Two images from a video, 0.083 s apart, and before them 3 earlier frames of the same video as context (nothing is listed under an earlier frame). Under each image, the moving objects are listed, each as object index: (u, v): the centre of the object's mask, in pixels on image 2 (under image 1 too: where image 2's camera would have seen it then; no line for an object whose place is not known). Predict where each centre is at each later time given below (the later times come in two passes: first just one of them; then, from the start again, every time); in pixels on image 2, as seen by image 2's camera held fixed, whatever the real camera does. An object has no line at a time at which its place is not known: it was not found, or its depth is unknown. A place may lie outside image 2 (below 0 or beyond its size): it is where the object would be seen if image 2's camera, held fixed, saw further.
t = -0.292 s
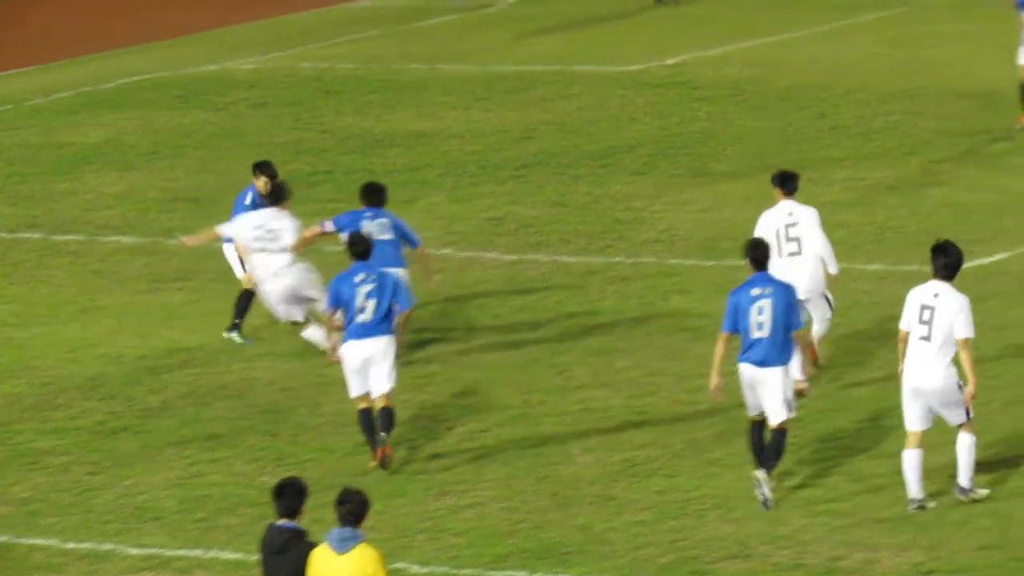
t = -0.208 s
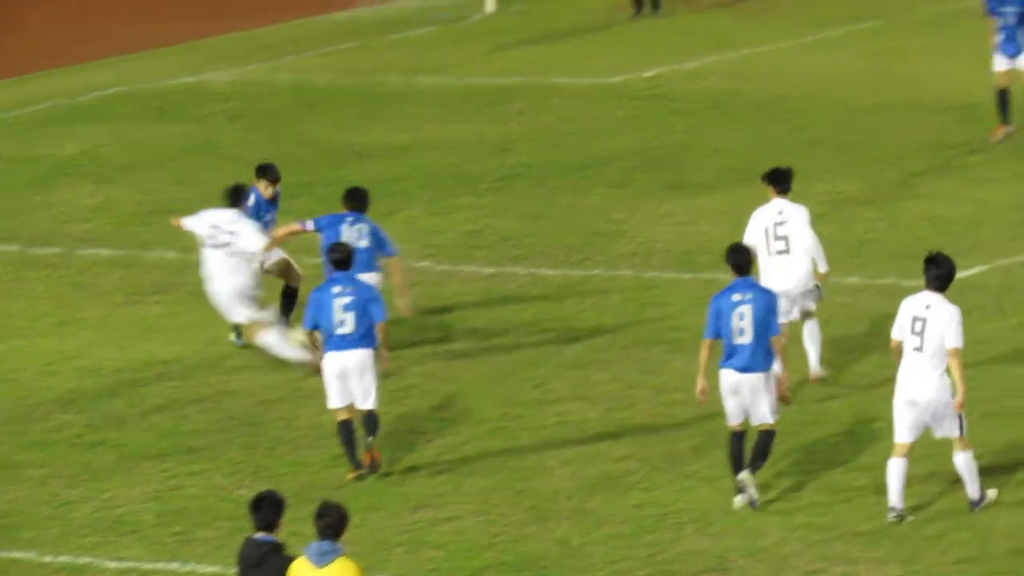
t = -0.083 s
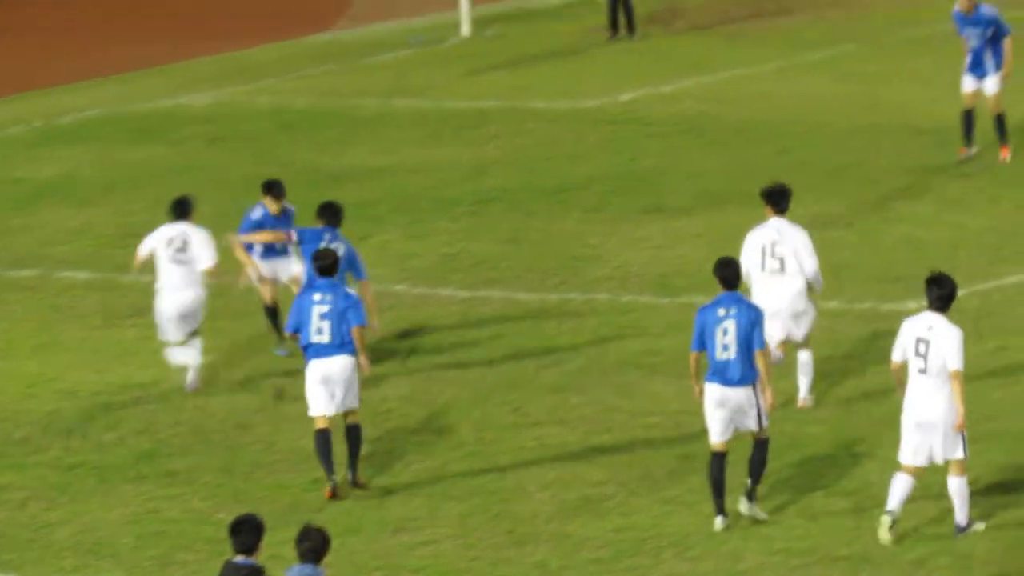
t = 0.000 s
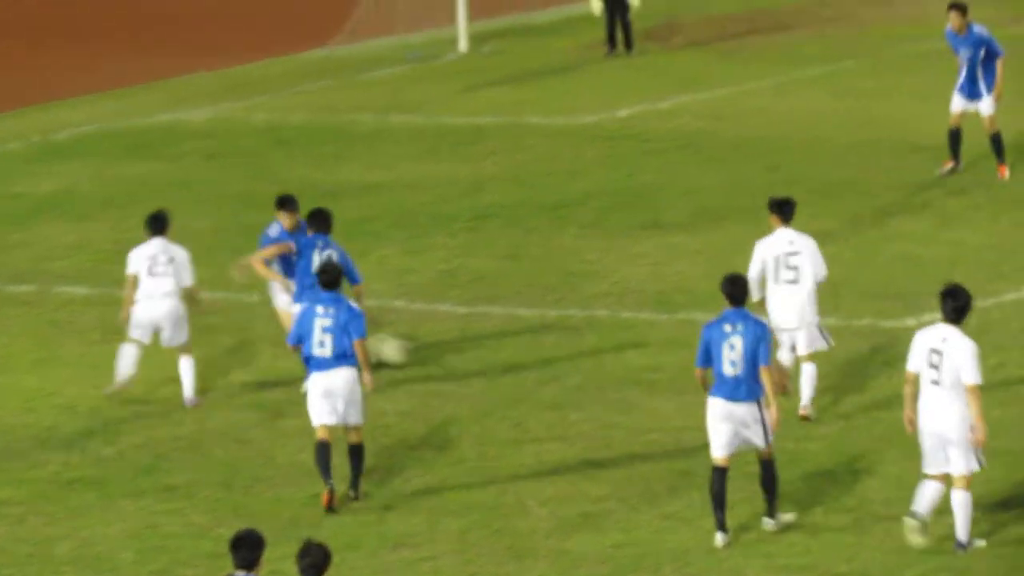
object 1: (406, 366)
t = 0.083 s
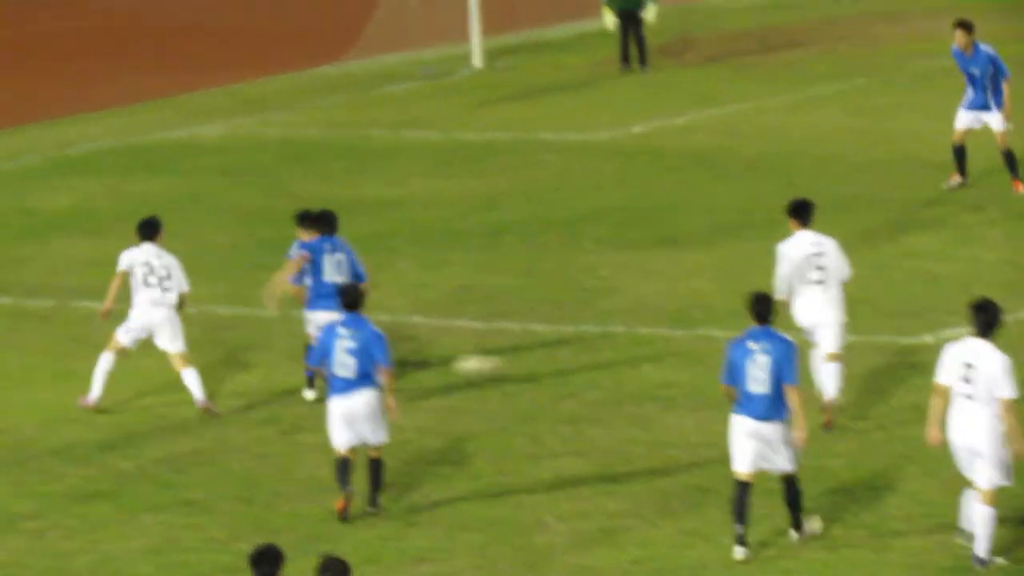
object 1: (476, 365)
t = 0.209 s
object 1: (568, 355)
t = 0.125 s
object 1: (511, 361)
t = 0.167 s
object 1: (540, 357)
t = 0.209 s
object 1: (568, 355)
